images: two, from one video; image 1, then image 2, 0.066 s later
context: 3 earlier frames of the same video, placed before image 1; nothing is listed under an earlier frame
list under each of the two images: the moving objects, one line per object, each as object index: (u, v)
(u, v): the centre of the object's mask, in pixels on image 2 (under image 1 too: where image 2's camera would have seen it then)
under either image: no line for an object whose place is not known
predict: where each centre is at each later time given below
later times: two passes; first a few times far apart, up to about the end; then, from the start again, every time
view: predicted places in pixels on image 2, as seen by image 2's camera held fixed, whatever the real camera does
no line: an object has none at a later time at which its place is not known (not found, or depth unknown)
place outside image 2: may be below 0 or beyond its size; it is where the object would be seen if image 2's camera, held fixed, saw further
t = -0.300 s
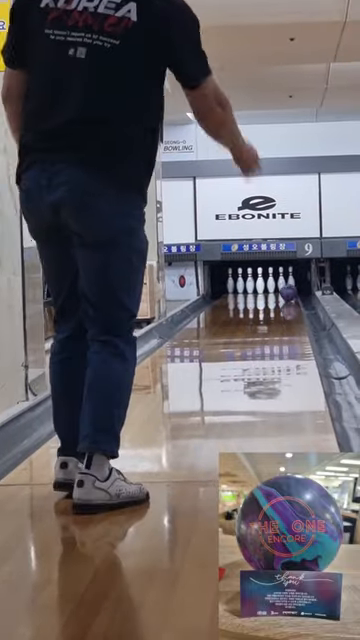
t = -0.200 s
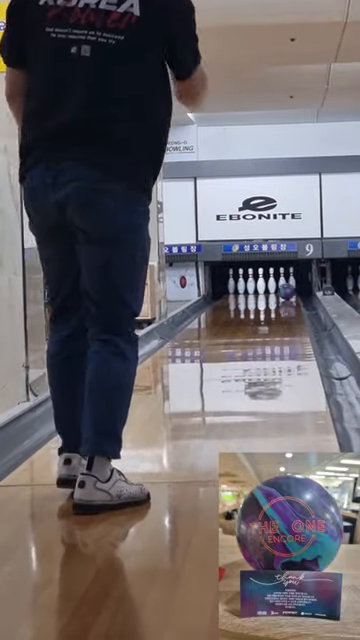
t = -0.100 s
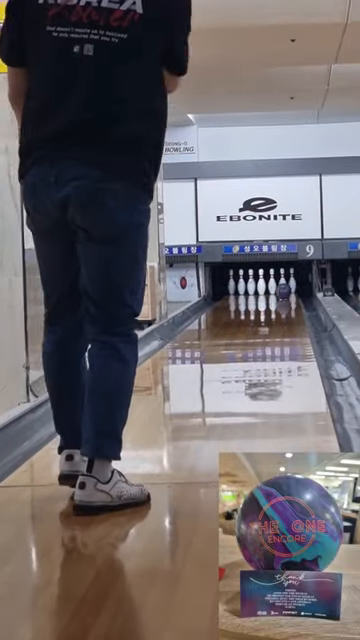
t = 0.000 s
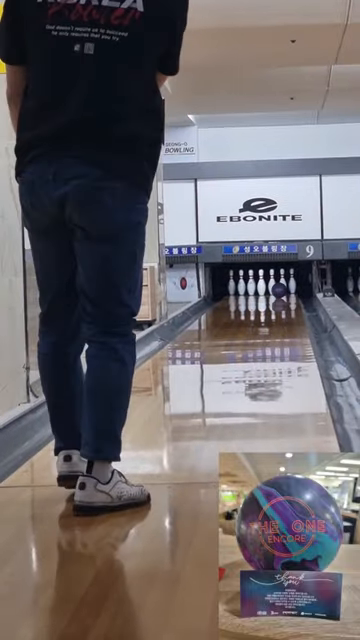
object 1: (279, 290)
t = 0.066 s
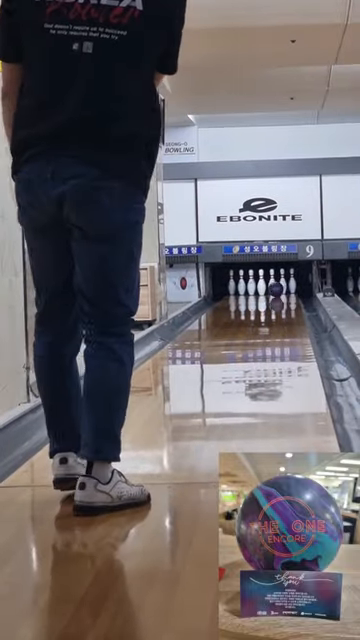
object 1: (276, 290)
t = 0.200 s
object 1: (271, 288)
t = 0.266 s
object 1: (271, 287)
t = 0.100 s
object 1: (274, 290)
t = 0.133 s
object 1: (273, 289)
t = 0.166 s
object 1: (271, 288)
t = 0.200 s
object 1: (271, 288)
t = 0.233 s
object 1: (271, 288)
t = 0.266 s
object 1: (271, 287)
